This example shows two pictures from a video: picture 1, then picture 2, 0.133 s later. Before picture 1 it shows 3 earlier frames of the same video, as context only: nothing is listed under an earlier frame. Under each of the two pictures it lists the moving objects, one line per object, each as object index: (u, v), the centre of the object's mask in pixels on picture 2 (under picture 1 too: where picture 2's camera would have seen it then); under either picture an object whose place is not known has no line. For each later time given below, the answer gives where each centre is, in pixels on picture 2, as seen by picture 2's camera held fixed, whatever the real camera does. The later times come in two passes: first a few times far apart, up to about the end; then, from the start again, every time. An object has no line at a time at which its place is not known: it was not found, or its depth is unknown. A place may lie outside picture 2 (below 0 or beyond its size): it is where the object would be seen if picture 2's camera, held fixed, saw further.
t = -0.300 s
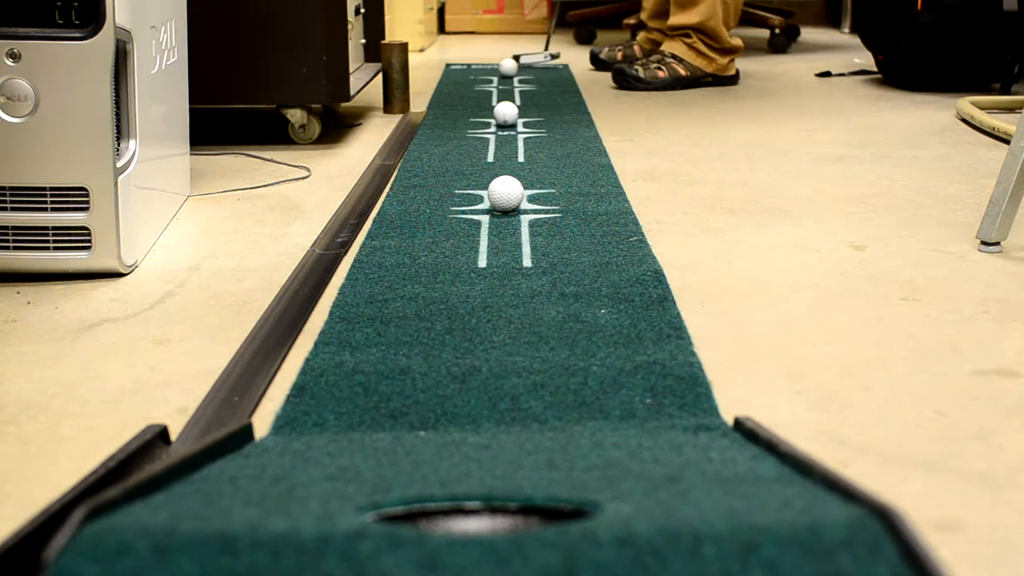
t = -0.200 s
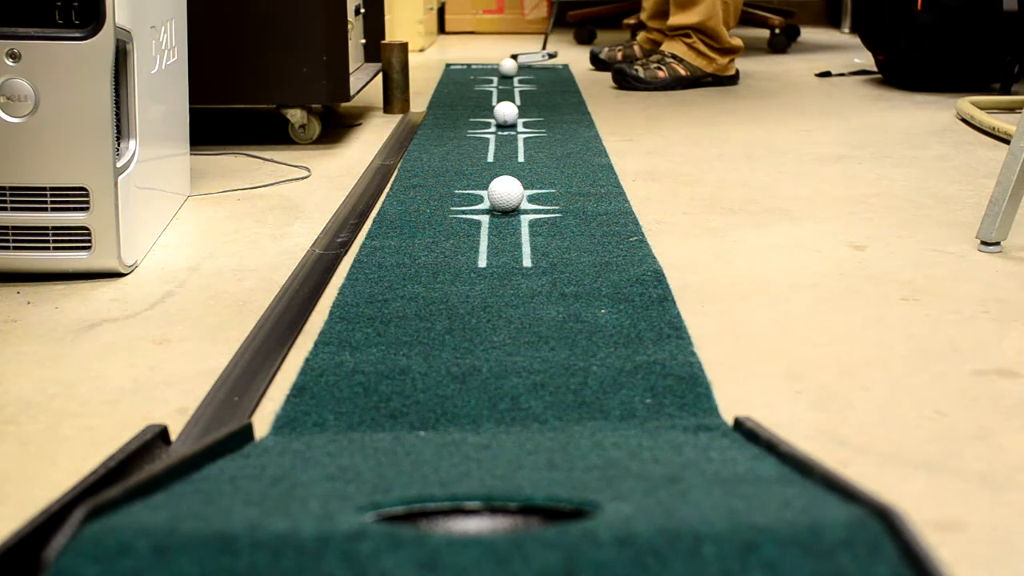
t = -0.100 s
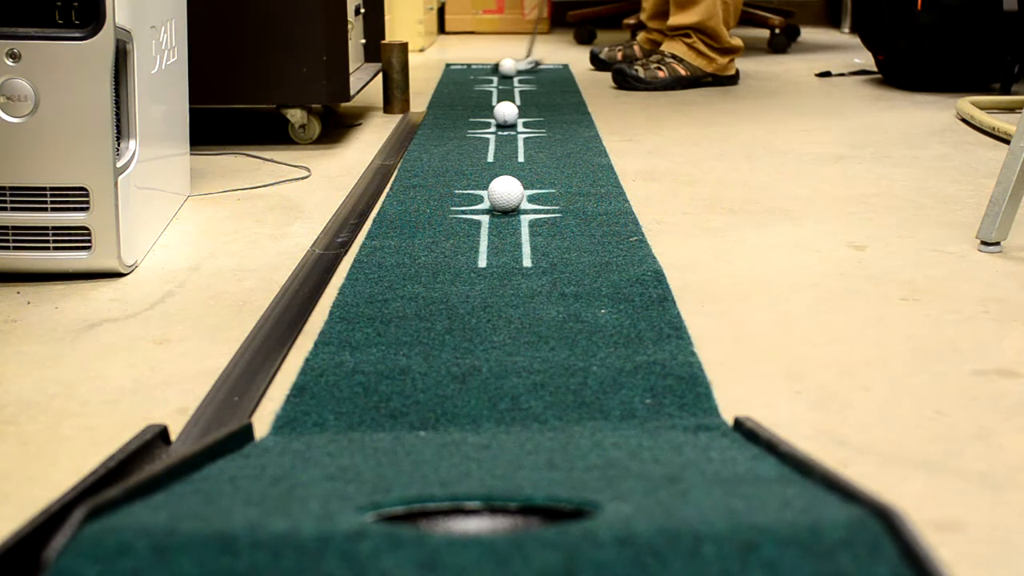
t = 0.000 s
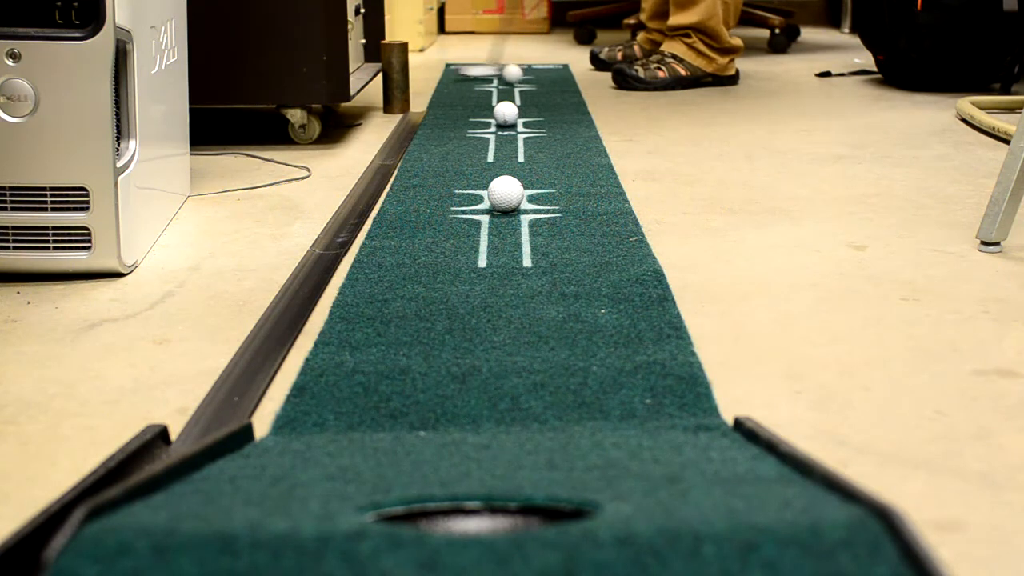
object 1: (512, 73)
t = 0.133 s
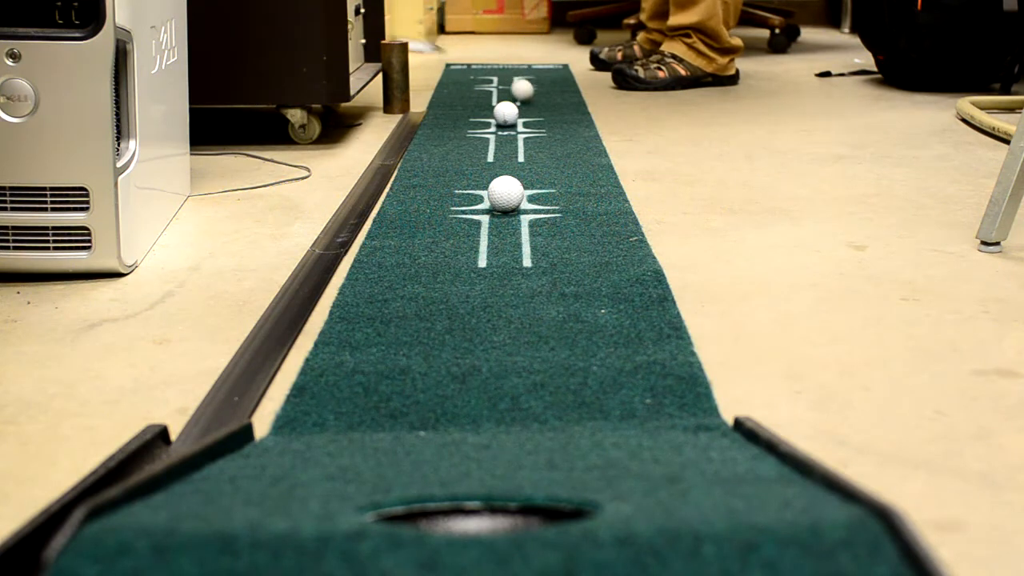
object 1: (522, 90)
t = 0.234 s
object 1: (529, 103)
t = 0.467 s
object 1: (548, 138)
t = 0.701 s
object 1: (570, 186)
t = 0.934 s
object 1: (599, 256)
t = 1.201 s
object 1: (628, 390)
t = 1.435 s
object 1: (635, 438)
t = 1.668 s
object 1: (587, 462)
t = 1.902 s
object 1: (426, 520)
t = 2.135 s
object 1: (455, 504)
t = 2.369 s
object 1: (505, 501)
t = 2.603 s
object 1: (522, 508)
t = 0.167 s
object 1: (524, 94)
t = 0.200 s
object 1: (526, 99)
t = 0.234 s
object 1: (529, 103)
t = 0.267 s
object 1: (531, 107)
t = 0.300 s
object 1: (534, 112)
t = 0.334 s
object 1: (536, 116)
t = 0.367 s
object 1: (539, 122)
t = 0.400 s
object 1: (542, 127)
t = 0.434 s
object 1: (545, 133)
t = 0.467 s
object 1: (548, 138)
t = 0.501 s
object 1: (551, 144)
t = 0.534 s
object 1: (554, 150)
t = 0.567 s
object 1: (557, 157)
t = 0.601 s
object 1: (560, 164)
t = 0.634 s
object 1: (563, 171)
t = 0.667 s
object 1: (567, 178)
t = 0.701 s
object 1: (570, 186)
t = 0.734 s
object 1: (574, 195)
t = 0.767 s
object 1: (578, 203)
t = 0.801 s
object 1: (582, 213)
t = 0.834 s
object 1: (586, 224)
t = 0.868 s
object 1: (590, 232)
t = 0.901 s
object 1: (595, 244)
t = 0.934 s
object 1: (599, 256)
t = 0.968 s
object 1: (603, 271)
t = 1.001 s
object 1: (607, 284)
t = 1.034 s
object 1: (611, 300)
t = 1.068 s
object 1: (615, 315)
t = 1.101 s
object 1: (618, 333)
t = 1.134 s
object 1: (621, 350)
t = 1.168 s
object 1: (625, 371)
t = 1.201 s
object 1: (628, 390)
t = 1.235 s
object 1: (631, 401)
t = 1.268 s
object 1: (633, 405)
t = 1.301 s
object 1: (635, 413)
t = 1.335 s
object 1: (636, 419)
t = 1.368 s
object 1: (637, 425)
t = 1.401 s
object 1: (636, 432)
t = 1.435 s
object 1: (635, 438)
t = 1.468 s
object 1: (632, 443)
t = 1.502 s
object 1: (628, 447)
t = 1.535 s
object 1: (623, 450)
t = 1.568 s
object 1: (617, 453)
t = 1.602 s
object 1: (610, 456)
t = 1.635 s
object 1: (600, 459)
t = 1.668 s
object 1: (587, 462)
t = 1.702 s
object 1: (569, 468)
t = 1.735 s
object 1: (548, 480)
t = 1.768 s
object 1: (527, 501)
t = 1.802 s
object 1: (490, 516)
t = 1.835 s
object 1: (473, 514)
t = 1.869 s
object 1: (456, 518)
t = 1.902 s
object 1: (426, 520)
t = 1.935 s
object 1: (417, 517)
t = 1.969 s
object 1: (421, 516)
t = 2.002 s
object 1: (431, 514)
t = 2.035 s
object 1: (439, 511)
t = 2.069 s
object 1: (444, 508)
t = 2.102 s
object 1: (449, 506)
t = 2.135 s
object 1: (455, 504)
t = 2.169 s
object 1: (463, 503)
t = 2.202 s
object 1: (471, 502)
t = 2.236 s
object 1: (478, 502)
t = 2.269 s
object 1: (486, 501)
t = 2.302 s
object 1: (493, 501)
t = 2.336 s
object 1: (500, 501)
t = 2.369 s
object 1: (505, 501)
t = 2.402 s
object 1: (510, 502)
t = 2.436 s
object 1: (514, 502)
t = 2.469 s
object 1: (517, 503)
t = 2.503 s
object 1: (519, 505)
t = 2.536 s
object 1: (520, 506)
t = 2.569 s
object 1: (521, 507)
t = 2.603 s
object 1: (522, 508)
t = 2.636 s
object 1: (522, 510)
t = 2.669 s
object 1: (521, 511)
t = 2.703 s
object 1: (521, 513)
